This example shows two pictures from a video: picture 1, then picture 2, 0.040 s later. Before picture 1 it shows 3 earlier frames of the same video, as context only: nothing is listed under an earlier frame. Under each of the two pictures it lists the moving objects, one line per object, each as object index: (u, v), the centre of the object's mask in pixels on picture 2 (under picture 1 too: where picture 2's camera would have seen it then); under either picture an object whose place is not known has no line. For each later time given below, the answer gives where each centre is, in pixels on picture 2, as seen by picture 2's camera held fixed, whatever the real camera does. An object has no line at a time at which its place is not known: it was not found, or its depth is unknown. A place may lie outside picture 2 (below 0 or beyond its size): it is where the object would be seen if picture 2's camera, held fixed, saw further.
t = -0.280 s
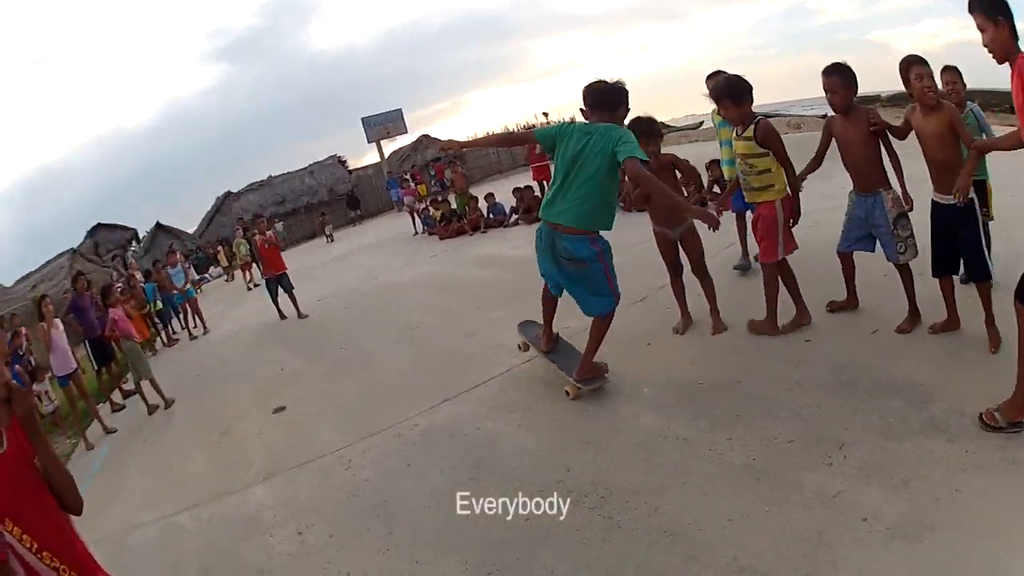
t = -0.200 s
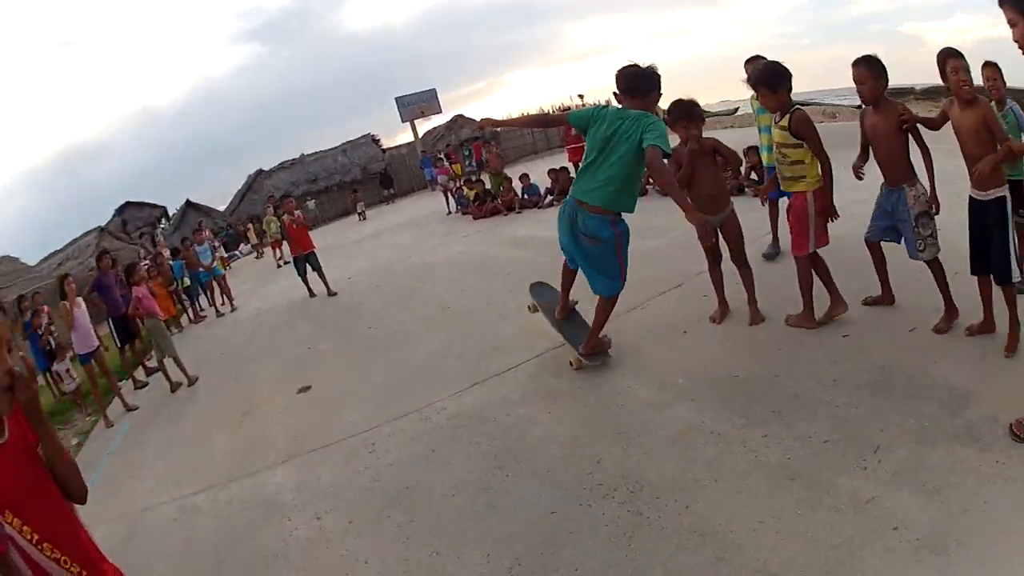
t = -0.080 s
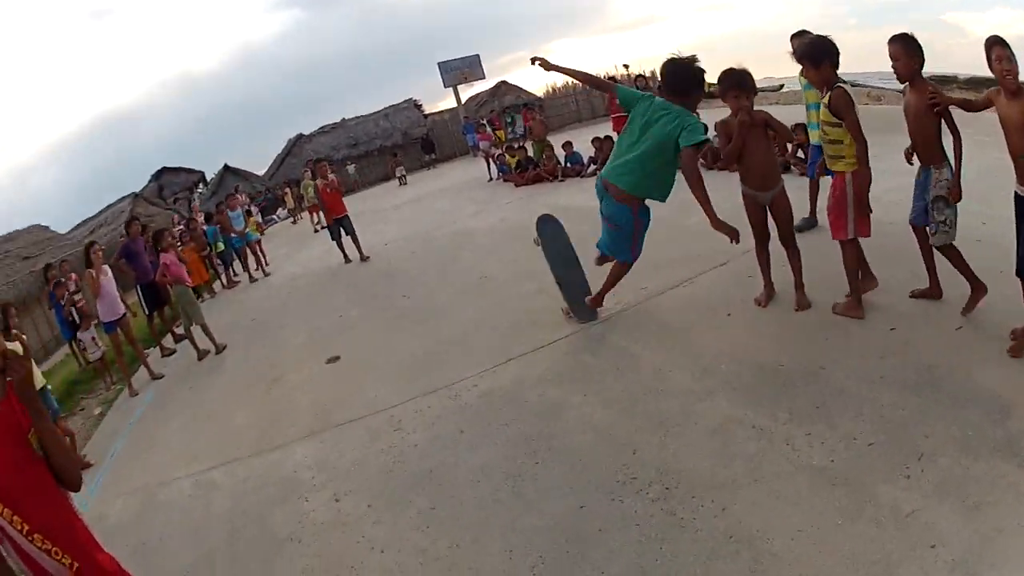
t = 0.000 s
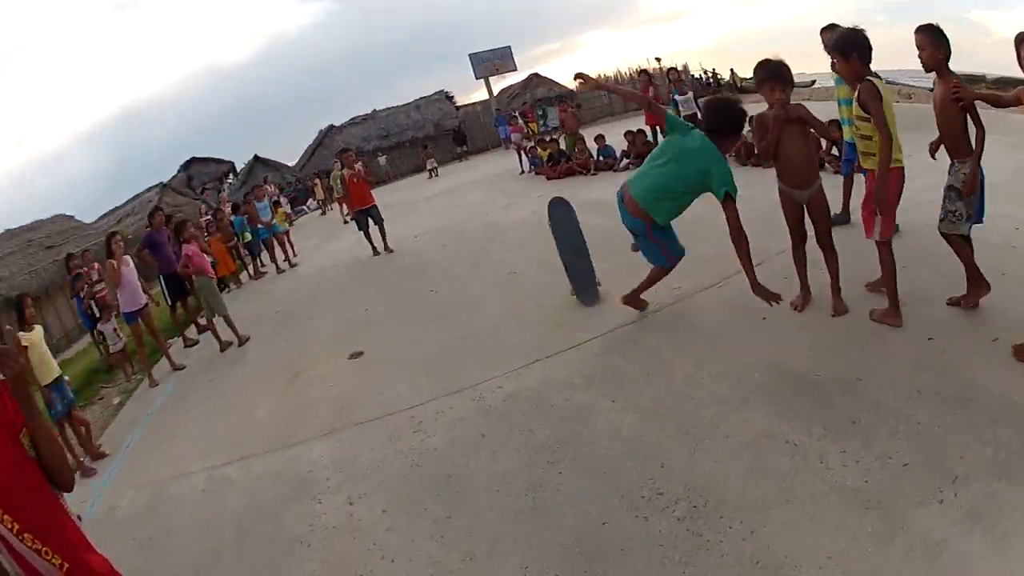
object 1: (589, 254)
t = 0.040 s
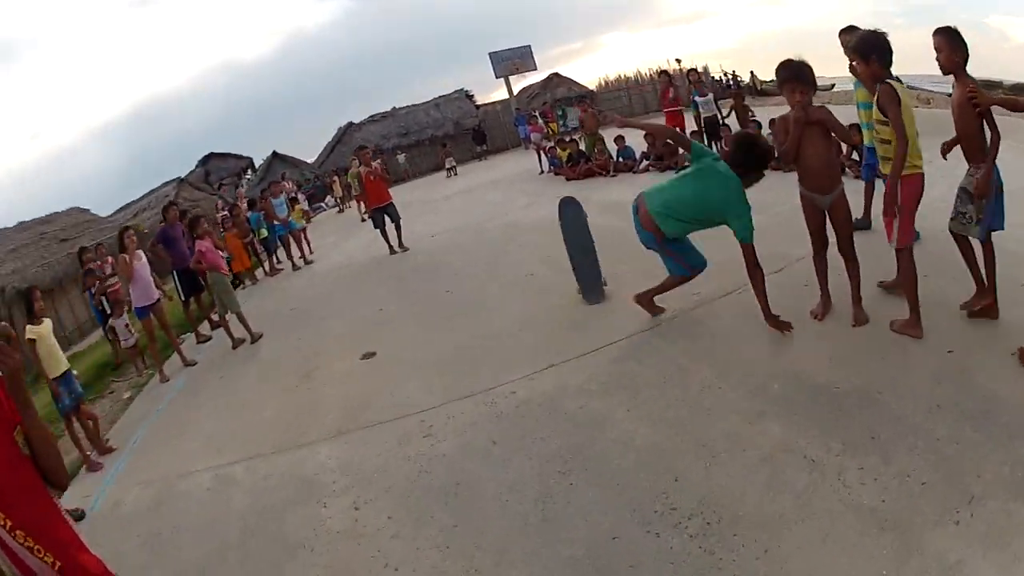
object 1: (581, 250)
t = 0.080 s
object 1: (576, 247)
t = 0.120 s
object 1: (569, 246)
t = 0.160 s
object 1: (565, 247)
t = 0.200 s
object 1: (561, 247)
